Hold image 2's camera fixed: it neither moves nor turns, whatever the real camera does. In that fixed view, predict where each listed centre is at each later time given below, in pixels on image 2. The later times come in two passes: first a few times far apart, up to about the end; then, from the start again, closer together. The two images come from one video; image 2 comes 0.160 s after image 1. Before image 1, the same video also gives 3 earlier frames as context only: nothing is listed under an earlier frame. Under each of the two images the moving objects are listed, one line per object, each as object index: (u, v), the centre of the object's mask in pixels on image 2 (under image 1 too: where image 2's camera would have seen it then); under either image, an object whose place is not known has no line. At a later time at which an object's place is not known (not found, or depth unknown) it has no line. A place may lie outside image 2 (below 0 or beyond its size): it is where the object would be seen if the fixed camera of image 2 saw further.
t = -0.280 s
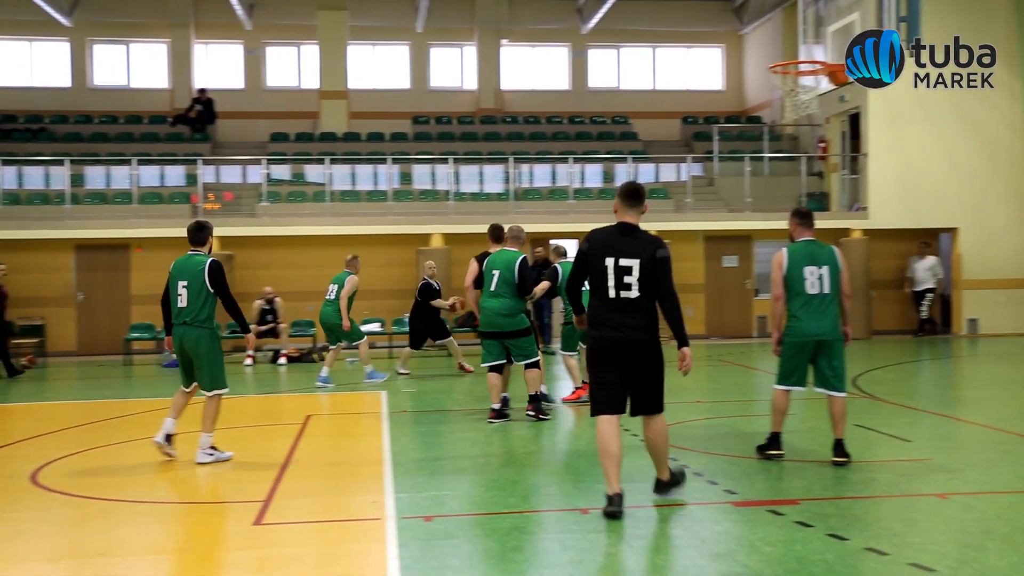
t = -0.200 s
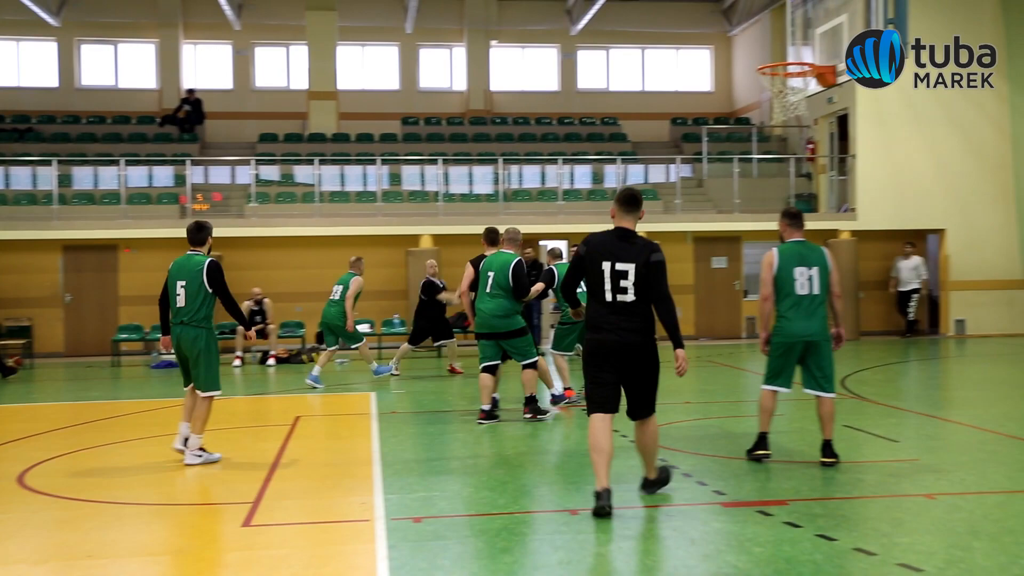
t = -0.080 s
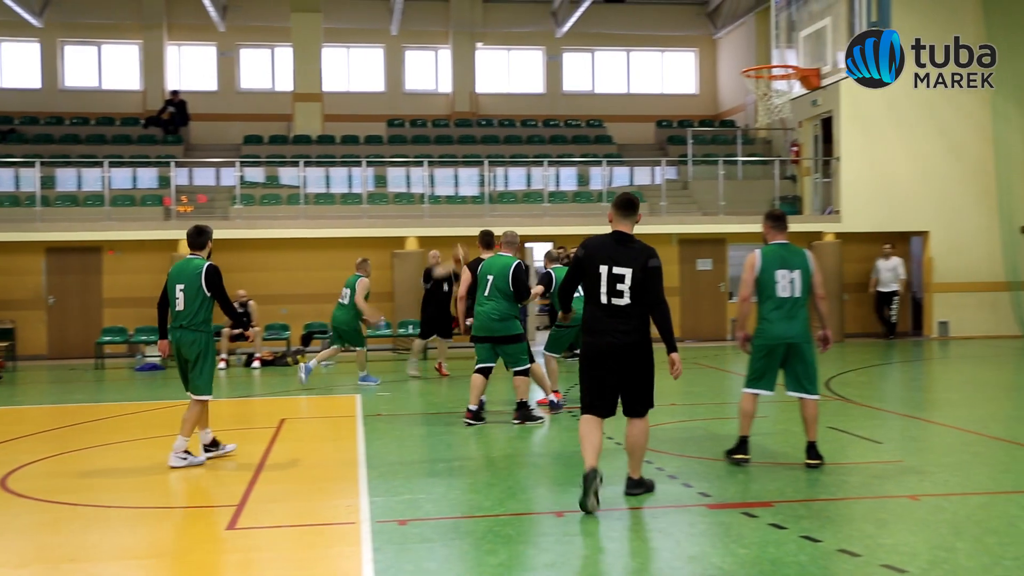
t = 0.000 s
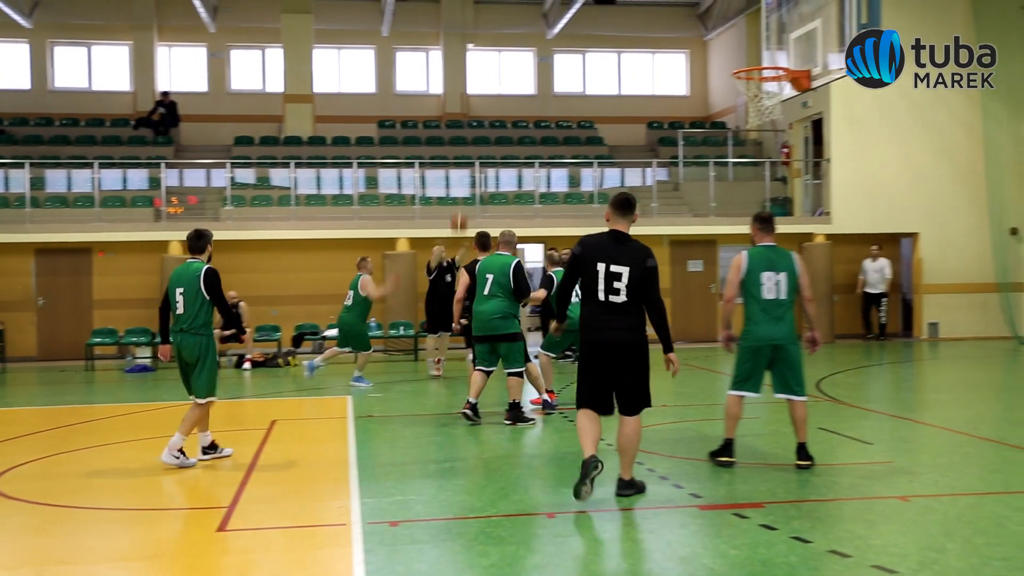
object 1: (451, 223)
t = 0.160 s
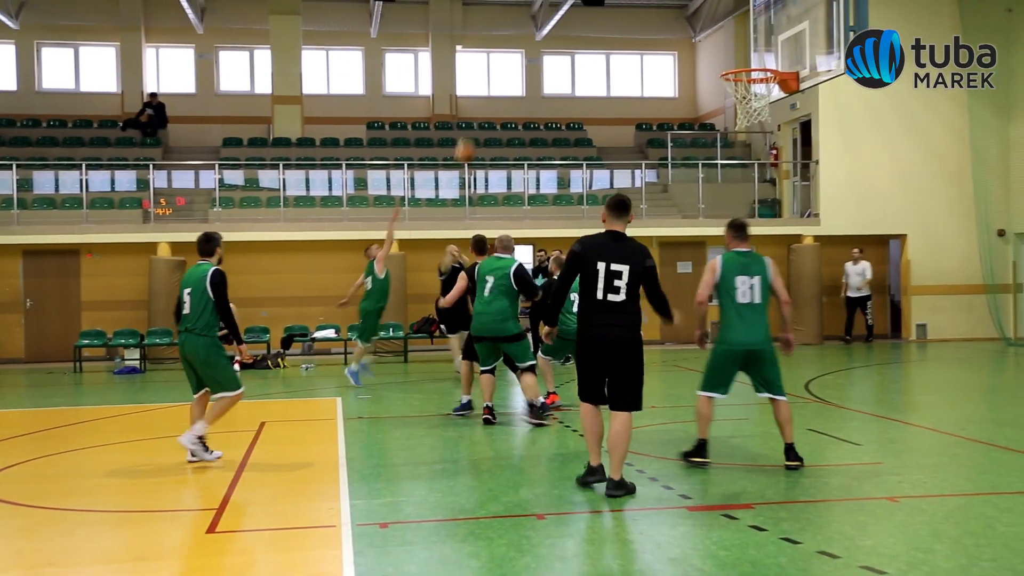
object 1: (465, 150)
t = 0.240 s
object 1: (473, 111)
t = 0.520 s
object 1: (515, 9)
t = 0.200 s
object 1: (468, 128)
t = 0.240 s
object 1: (473, 111)
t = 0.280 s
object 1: (477, 103)
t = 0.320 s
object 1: (483, 86)
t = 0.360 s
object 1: (488, 69)
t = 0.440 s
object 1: (503, 30)
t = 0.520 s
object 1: (515, 9)
